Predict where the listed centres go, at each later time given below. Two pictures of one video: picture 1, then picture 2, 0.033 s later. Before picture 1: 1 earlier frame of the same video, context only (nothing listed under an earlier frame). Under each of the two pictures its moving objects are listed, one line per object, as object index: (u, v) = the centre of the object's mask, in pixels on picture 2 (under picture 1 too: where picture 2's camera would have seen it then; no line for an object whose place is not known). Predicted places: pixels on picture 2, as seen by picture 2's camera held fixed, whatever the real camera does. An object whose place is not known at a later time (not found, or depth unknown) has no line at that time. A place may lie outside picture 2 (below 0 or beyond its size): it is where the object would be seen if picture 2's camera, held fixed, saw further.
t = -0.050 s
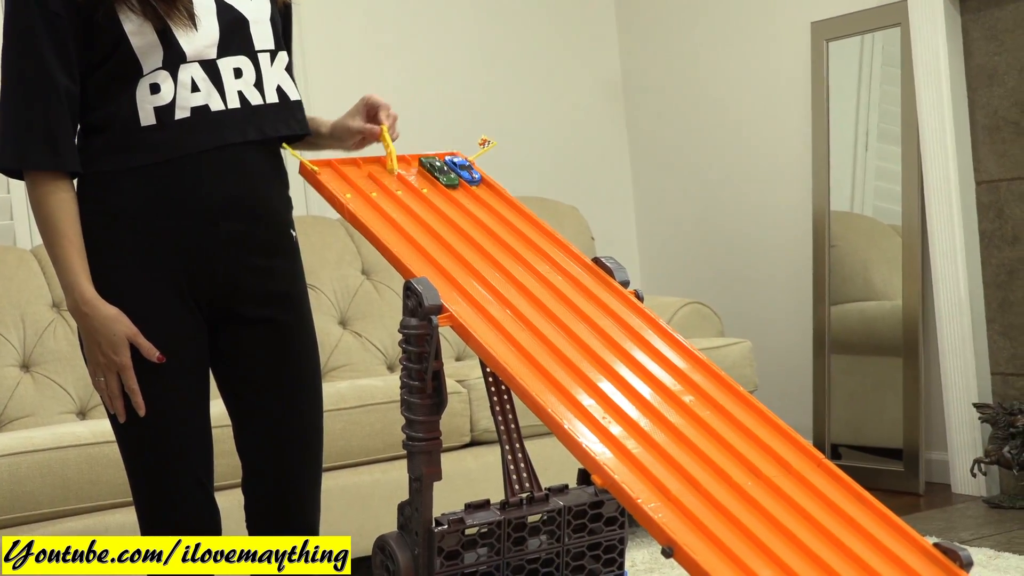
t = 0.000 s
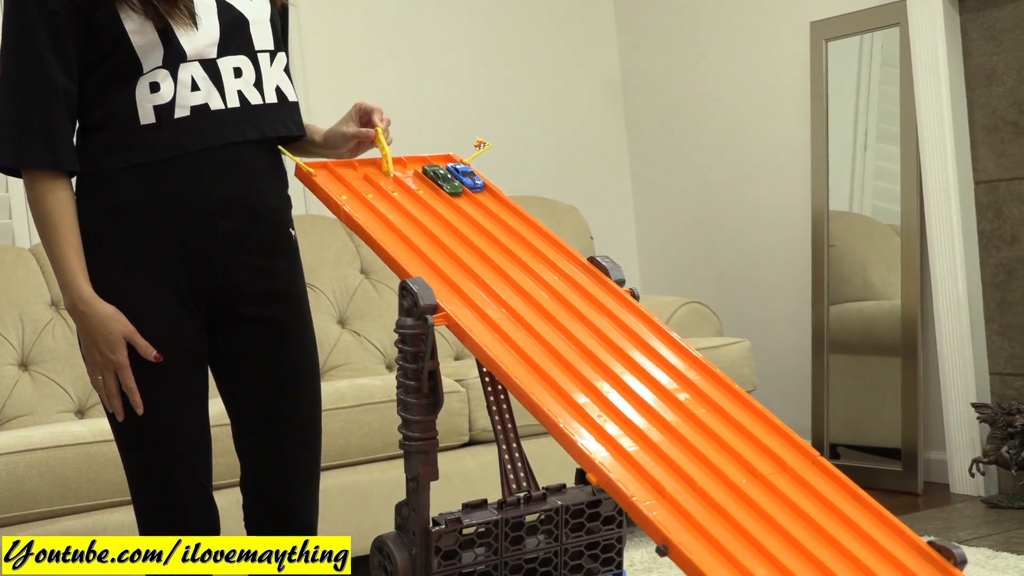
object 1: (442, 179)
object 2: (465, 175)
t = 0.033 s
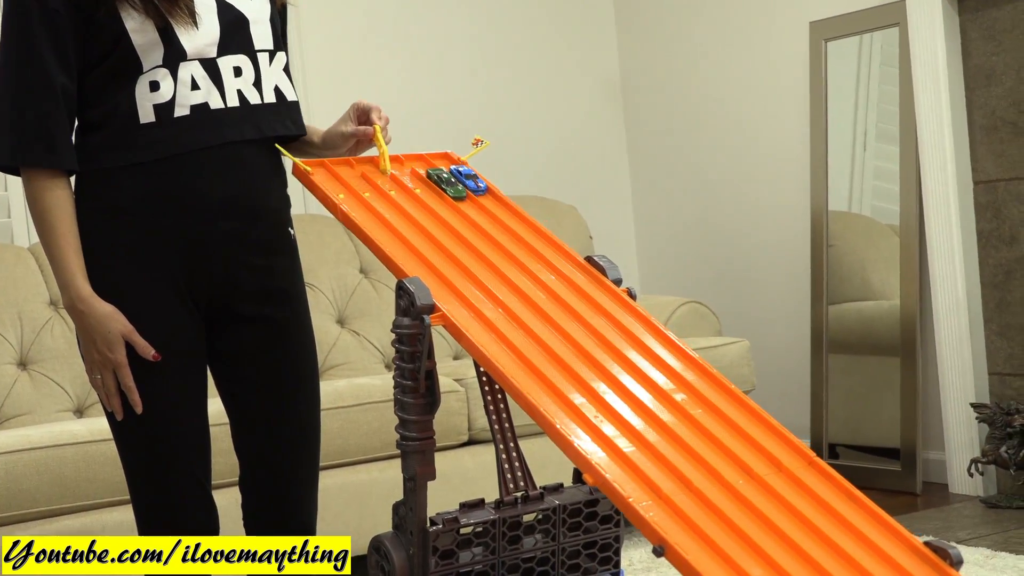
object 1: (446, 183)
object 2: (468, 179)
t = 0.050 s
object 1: (449, 186)
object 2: (471, 181)
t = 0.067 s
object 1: (452, 188)
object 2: (473, 183)
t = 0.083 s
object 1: (456, 192)
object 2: (476, 186)
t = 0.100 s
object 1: (461, 196)
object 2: (481, 189)
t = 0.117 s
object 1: (466, 201)
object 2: (485, 193)
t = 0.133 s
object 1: (472, 206)
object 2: (490, 197)
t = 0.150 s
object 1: (478, 211)
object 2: (495, 202)
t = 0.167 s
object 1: (485, 217)
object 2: (502, 207)
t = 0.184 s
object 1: (493, 223)
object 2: (509, 212)
